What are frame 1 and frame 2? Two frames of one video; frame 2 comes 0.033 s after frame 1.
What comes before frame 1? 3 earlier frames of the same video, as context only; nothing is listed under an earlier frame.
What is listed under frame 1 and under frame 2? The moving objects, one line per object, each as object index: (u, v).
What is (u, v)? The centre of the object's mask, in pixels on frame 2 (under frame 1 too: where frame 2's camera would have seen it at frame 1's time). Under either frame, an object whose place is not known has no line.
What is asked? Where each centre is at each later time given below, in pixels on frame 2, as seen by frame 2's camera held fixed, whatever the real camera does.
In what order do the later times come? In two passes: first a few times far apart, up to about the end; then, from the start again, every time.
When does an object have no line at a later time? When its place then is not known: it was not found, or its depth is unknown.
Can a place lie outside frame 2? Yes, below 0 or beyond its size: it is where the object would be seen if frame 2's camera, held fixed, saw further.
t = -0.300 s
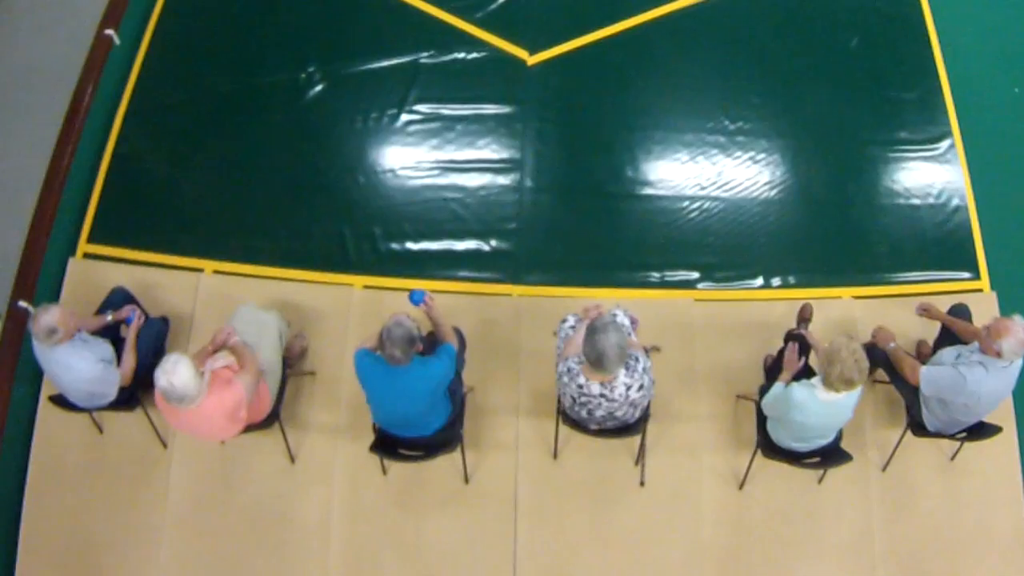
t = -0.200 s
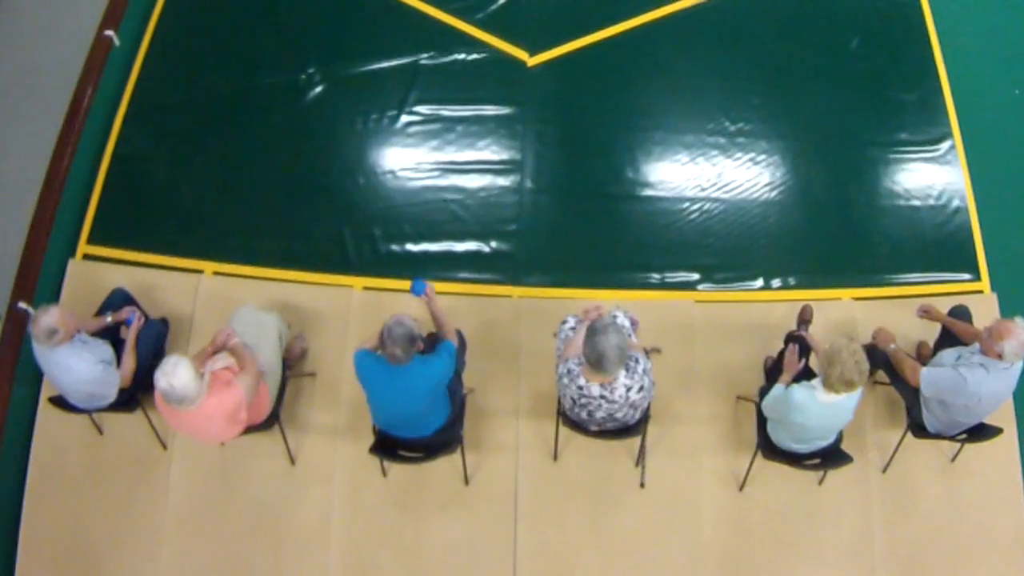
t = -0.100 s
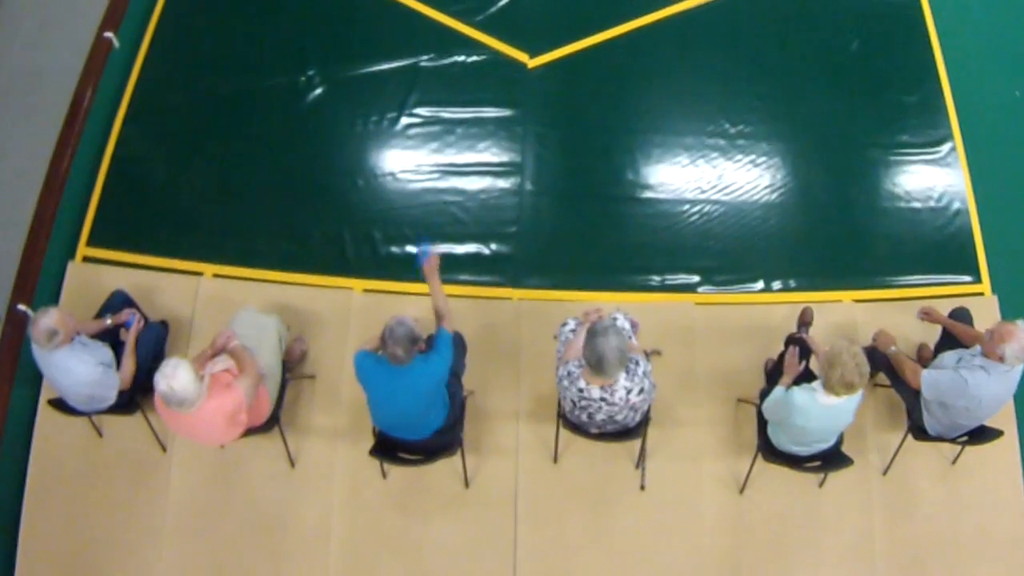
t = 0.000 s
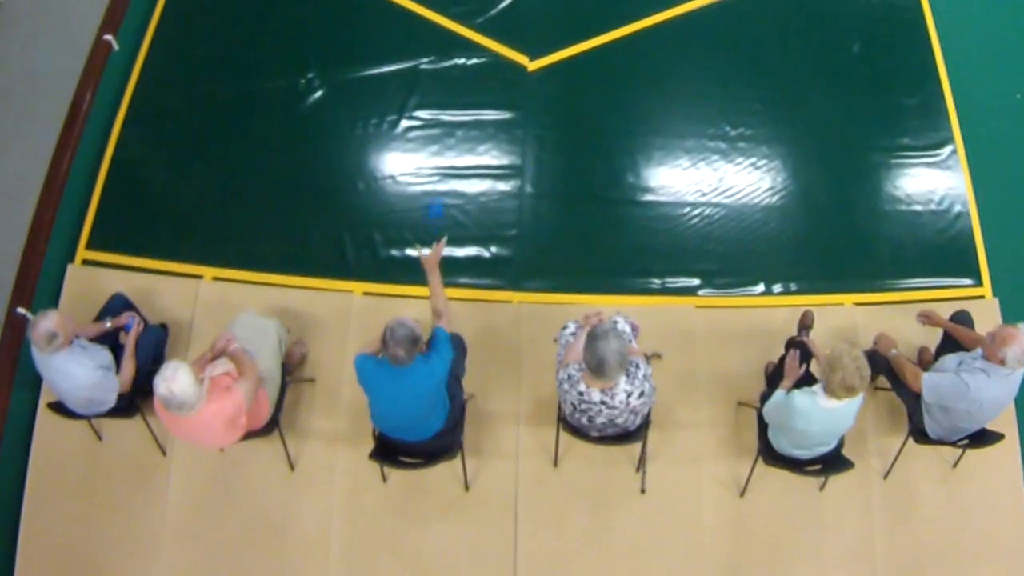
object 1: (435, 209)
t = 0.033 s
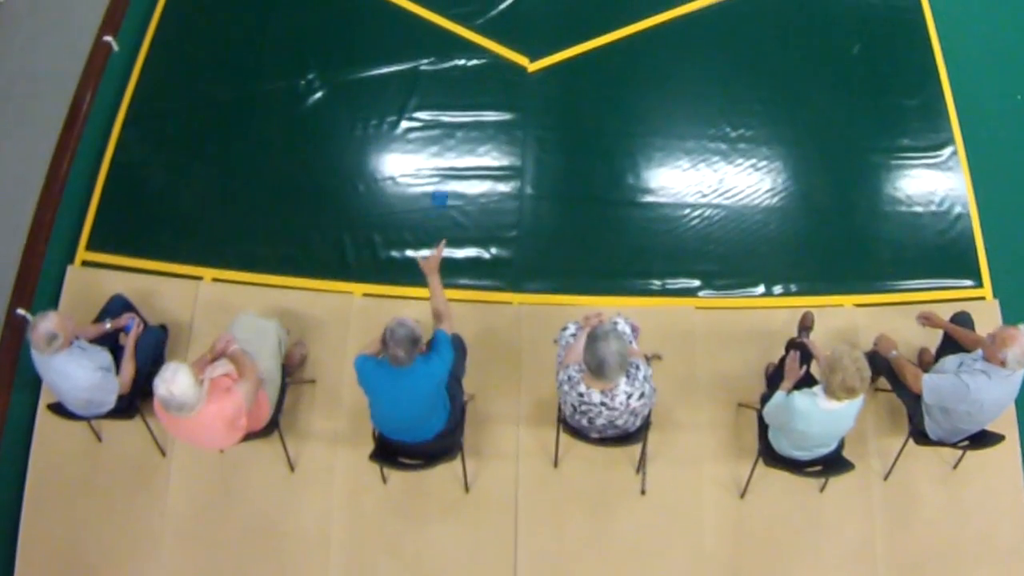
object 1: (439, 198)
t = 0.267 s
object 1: (469, 145)
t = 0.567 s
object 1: (483, 73)
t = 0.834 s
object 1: (492, 44)
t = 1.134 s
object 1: (499, -9)
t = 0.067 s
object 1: (444, 186)
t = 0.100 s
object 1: (448, 175)
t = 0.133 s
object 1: (452, 168)
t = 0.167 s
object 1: (456, 160)
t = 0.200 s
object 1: (462, 152)
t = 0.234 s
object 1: (466, 146)
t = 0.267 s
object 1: (469, 145)
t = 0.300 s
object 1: (473, 142)
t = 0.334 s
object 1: (477, 141)
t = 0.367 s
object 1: (481, 138)
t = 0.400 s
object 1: (482, 132)
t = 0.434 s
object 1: (480, 109)
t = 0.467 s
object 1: (481, 100)
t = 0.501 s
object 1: (482, 93)
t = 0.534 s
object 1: (482, 81)
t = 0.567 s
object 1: (483, 73)
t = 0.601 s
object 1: (484, 65)
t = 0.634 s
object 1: (485, 60)
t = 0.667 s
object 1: (486, 55)
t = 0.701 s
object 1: (488, 52)
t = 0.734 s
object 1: (489, 48)
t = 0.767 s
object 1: (490, 46)
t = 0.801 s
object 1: (491, 46)
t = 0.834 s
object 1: (492, 44)
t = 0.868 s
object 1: (493, 34)
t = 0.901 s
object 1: (494, 25)
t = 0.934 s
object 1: (494, 19)
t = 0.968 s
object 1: (495, 14)
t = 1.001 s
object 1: (495, 8)
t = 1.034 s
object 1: (496, 3)
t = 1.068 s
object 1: (496, 1)
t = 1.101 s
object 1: (498, -2)
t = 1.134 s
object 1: (499, -9)
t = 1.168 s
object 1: (499, -15)
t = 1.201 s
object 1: (500, -19)
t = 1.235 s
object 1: (500, -24)
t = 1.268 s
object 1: (501, -30)
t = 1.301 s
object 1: (501, -34)
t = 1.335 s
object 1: (502, -40)
